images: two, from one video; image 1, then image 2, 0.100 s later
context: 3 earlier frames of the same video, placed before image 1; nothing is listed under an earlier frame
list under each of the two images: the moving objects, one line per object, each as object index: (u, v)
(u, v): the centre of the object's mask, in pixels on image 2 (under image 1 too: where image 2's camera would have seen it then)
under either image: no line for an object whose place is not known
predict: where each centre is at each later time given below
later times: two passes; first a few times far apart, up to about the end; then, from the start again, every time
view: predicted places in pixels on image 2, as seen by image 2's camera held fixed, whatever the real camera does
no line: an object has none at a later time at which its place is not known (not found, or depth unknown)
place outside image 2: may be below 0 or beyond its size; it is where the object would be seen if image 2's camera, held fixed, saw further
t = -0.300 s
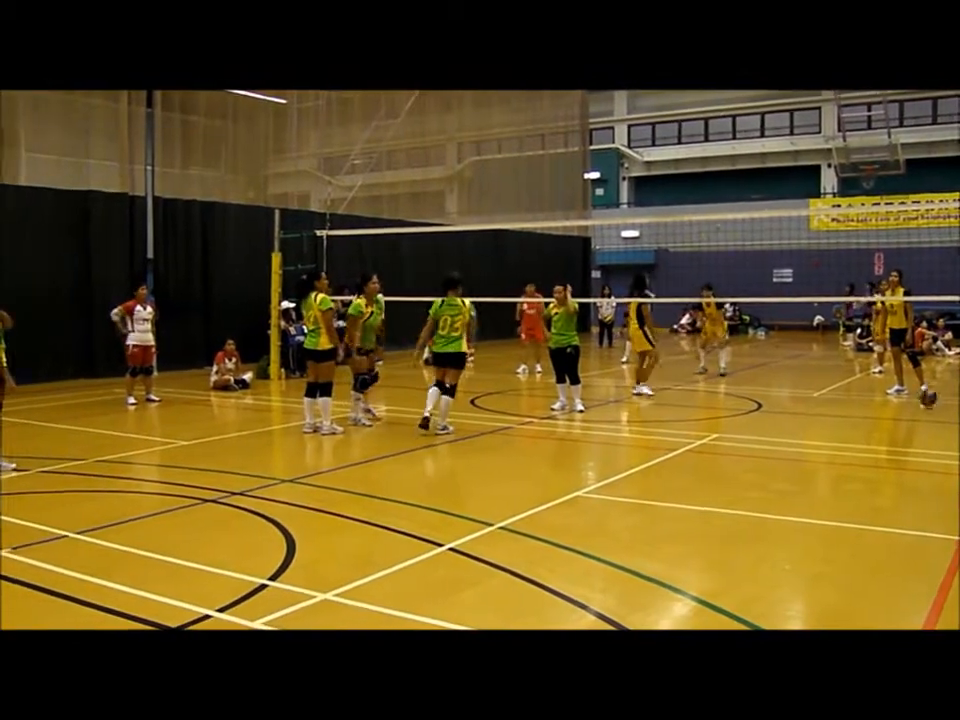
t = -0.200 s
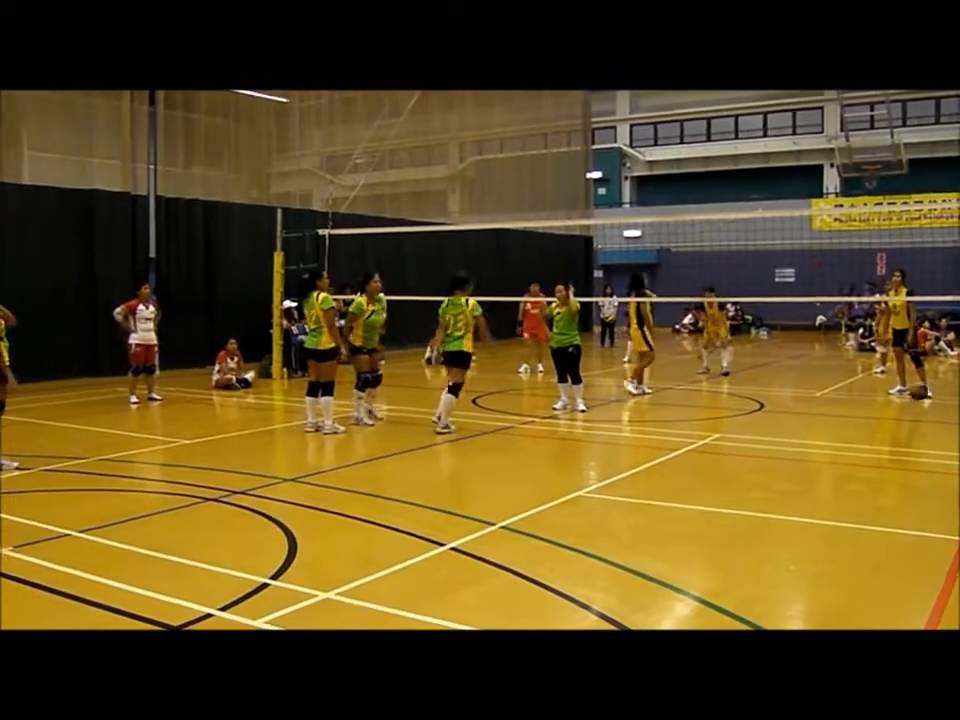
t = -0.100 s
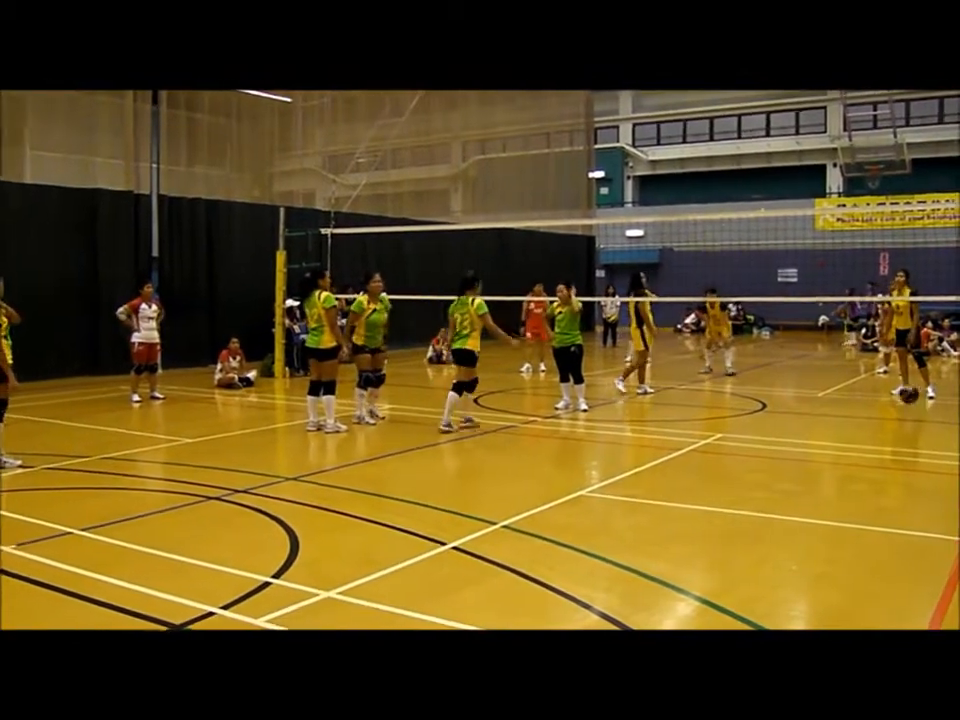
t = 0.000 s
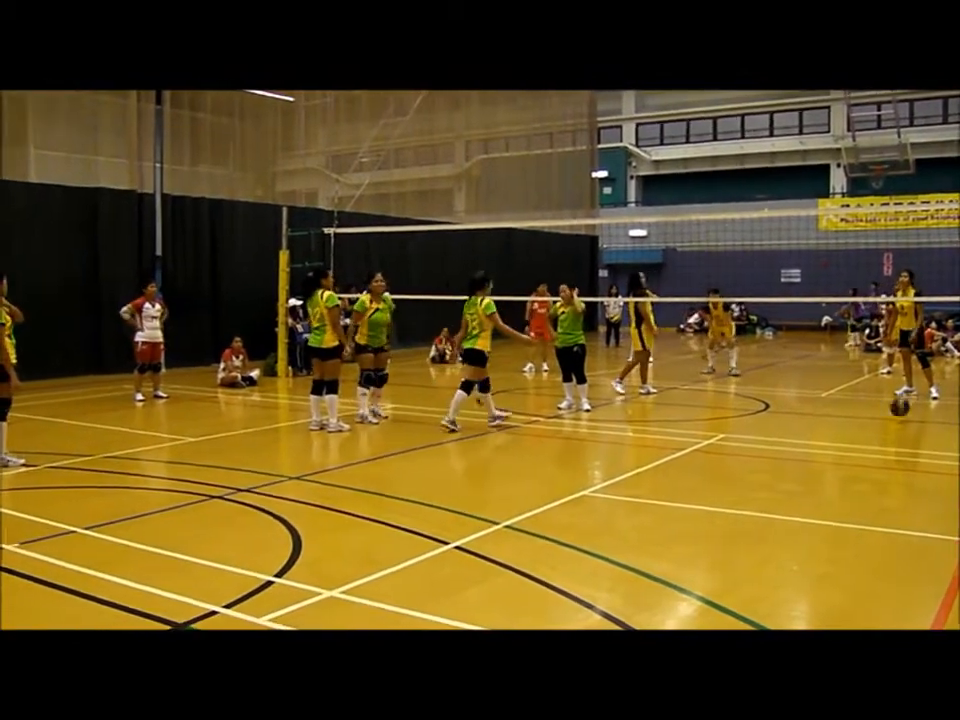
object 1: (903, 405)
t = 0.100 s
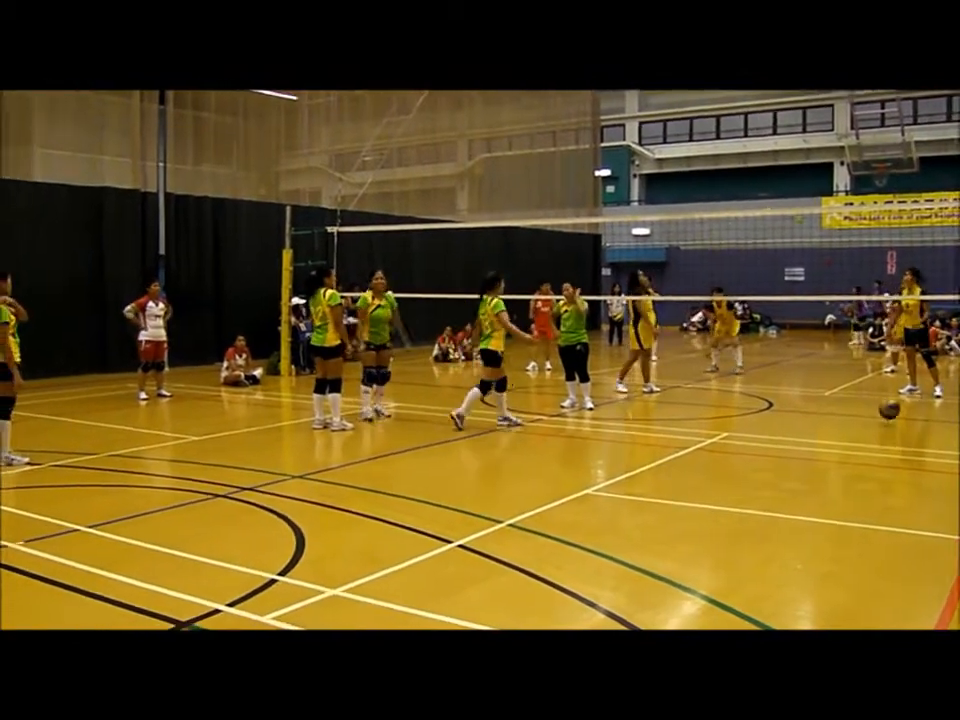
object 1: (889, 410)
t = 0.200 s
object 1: (875, 408)
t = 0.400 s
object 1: (844, 428)
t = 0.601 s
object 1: (809, 431)
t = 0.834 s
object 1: (763, 444)
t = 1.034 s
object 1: (716, 463)
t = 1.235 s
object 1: (660, 484)
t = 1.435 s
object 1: (593, 508)
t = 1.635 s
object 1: (513, 535)
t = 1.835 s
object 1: (415, 567)
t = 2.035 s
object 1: (296, 603)
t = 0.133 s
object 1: (885, 408)
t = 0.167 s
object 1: (880, 407)
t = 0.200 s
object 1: (875, 408)
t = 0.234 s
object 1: (870, 409)
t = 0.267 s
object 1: (864, 412)
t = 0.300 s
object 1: (860, 415)
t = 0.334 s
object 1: (854, 421)
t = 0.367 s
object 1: (849, 427)
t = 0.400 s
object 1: (844, 428)
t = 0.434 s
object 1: (839, 425)
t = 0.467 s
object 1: (833, 423)
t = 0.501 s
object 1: (827, 424)
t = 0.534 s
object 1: (821, 425)
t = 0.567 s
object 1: (816, 427)
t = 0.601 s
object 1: (809, 431)
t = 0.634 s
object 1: (803, 437)
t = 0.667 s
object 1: (796, 444)
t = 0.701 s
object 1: (790, 444)
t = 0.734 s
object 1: (783, 442)
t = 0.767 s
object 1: (776, 441)
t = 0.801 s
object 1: (770, 442)
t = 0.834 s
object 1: (763, 444)
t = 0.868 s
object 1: (755, 449)
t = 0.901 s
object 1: (747, 454)
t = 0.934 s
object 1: (739, 461)
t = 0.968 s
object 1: (732, 464)
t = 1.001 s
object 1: (723, 463)
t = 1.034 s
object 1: (716, 463)
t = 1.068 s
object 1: (706, 463)
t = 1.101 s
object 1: (697, 466)
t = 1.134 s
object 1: (689, 471)
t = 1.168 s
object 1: (679, 478)
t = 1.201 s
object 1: (670, 487)
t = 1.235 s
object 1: (660, 484)
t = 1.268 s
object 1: (649, 482)
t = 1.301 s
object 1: (639, 484)
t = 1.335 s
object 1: (628, 487)
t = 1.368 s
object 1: (617, 493)
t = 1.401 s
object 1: (605, 499)
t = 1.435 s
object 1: (593, 508)
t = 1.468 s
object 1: (581, 510)
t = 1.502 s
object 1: (568, 511)
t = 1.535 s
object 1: (556, 514)
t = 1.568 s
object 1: (541, 519)
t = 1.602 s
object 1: (528, 525)
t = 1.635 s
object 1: (513, 535)
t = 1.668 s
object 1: (498, 538)
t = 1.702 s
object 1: (483, 539)
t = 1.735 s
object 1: (467, 545)
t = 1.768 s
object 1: (451, 548)
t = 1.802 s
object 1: (434, 556)
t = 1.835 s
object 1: (415, 567)
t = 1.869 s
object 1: (397, 567)
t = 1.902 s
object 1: (379, 571)
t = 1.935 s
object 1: (360, 573)
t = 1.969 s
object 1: (339, 581)
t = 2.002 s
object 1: (318, 593)
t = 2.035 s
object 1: (296, 603)
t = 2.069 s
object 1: (273, 604)
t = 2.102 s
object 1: (249, 609)
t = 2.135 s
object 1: (224, 616)
